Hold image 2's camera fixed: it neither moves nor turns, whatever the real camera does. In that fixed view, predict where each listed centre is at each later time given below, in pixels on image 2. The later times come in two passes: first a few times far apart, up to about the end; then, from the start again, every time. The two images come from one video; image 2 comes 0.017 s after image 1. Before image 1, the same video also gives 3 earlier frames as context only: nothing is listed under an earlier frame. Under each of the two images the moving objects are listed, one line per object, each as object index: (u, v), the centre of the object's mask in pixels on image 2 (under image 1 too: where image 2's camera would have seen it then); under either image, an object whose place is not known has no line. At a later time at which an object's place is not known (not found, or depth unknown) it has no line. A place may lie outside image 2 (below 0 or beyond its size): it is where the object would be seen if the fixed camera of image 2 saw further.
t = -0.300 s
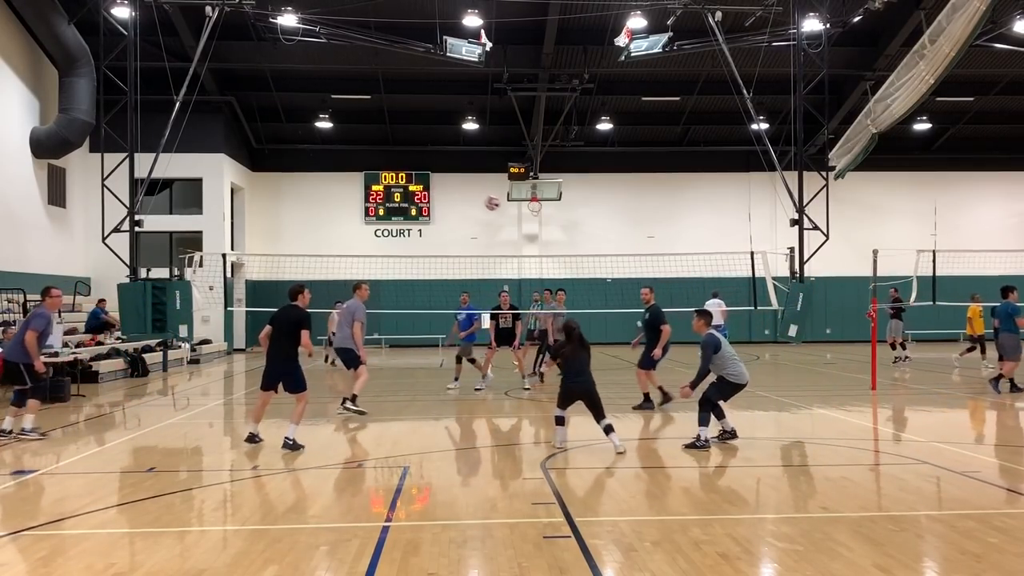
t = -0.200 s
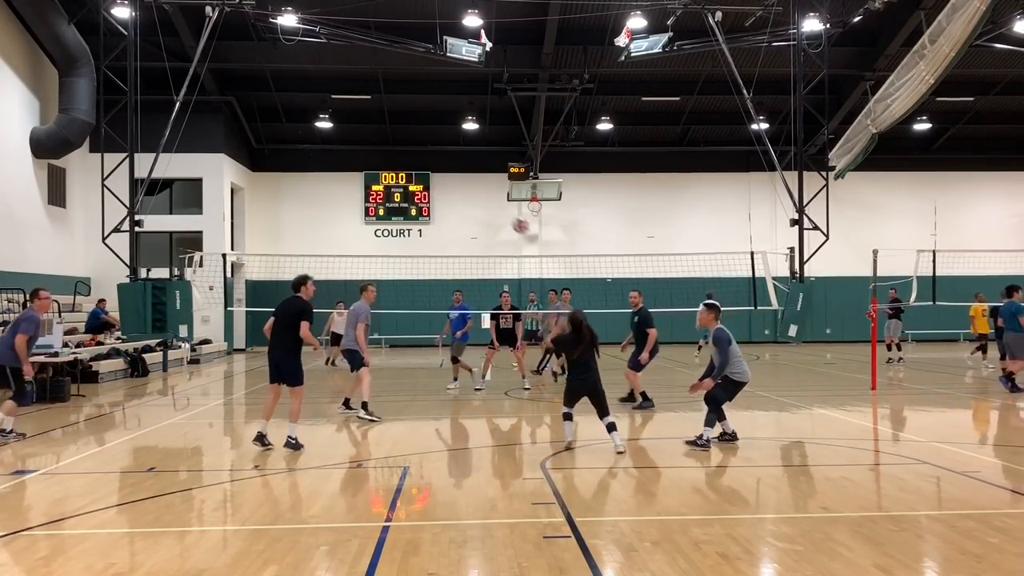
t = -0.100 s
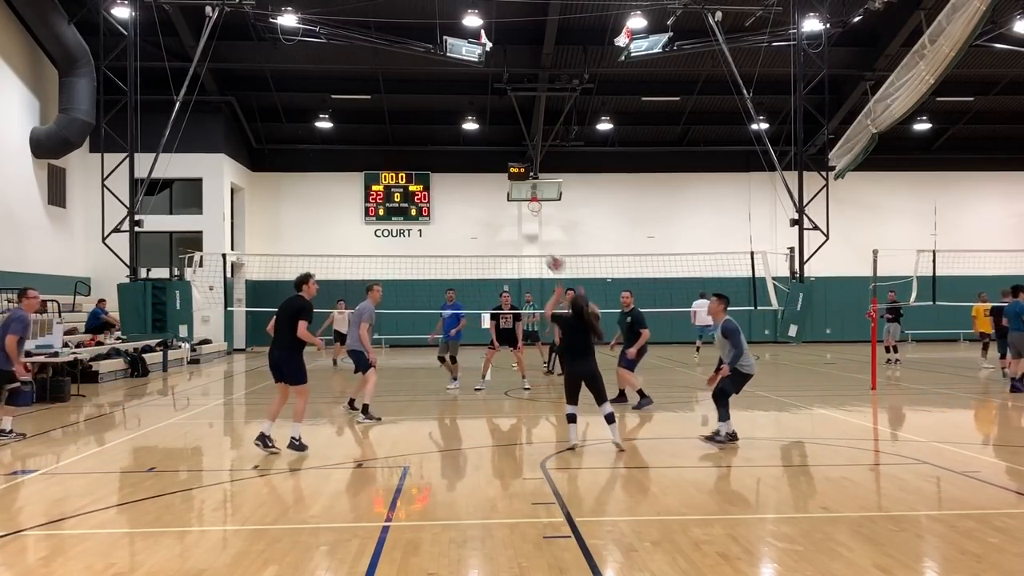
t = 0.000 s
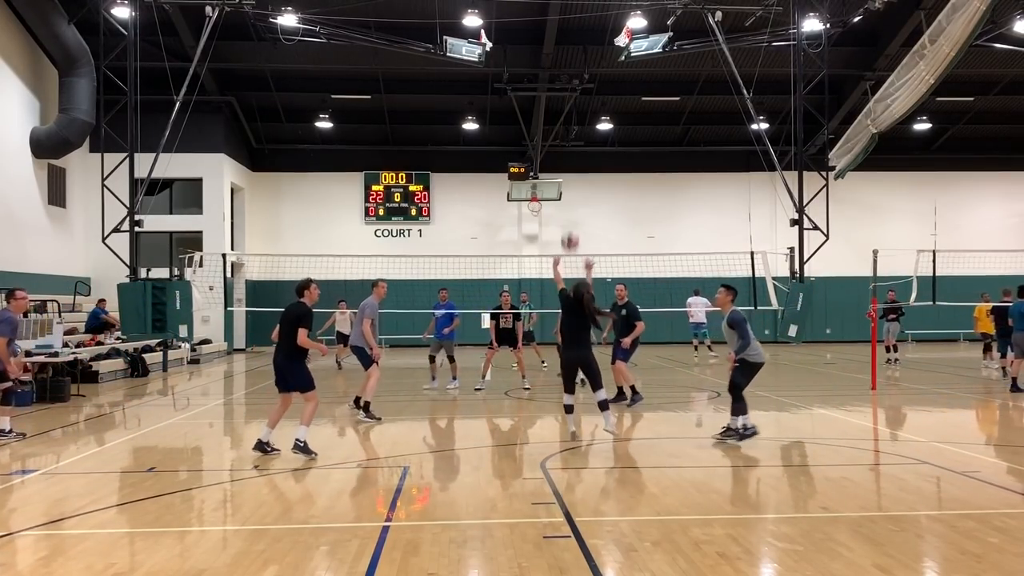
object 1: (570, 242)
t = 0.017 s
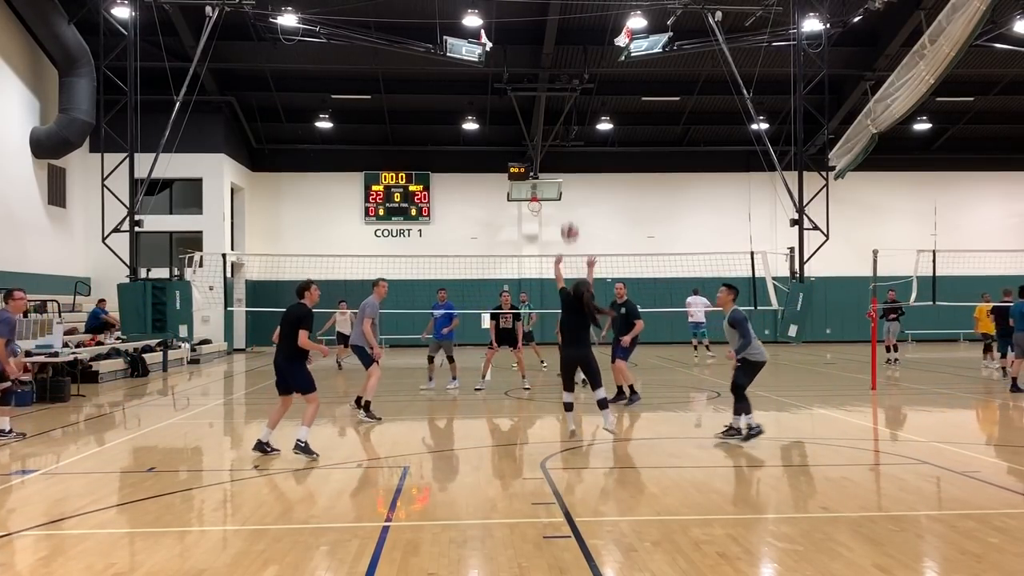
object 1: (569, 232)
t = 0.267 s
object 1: (568, 130)
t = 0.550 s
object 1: (566, 92)
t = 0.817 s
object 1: (565, 112)
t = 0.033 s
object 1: (569, 223)
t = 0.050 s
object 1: (569, 214)
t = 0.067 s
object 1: (569, 205)
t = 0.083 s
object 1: (569, 198)
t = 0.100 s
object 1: (570, 189)
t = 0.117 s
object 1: (569, 180)
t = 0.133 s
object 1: (569, 173)
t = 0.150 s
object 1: (568, 166)
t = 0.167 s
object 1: (568, 161)
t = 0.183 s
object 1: (568, 155)
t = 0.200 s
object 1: (568, 149)
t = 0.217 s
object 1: (568, 144)
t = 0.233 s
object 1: (568, 139)
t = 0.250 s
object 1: (568, 134)
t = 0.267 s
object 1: (568, 130)
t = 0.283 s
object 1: (568, 126)
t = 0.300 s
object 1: (568, 121)
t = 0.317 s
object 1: (568, 118)
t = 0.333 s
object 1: (568, 114)
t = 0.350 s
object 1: (567, 111)
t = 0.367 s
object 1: (567, 108)
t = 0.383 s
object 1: (567, 106)
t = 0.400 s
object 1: (567, 103)
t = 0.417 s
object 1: (567, 101)
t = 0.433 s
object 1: (567, 99)
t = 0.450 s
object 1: (567, 97)
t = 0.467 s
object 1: (567, 96)
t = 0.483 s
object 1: (567, 94)
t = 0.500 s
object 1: (567, 94)
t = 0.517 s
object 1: (567, 93)
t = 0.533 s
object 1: (566, 92)
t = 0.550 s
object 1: (566, 92)
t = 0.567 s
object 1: (566, 92)
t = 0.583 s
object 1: (566, 92)
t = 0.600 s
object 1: (566, 92)
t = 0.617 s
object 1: (566, 93)
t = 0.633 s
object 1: (566, 93)
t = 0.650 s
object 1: (566, 94)
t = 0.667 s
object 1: (566, 95)
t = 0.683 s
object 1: (566, 96)
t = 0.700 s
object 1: (566, 98)
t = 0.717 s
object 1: (566, 99)
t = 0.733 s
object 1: (565, 101)
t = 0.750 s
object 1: (565, 103)
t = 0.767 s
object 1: (565, 105)
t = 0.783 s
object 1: (565, 107)
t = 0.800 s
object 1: (565, 109)
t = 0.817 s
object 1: (565, 112)
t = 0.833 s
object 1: (565, 115)
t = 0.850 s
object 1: (565, 118)
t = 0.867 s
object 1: (564, 121)
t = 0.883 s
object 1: (564, 124)
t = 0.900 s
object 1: (564, 127)
